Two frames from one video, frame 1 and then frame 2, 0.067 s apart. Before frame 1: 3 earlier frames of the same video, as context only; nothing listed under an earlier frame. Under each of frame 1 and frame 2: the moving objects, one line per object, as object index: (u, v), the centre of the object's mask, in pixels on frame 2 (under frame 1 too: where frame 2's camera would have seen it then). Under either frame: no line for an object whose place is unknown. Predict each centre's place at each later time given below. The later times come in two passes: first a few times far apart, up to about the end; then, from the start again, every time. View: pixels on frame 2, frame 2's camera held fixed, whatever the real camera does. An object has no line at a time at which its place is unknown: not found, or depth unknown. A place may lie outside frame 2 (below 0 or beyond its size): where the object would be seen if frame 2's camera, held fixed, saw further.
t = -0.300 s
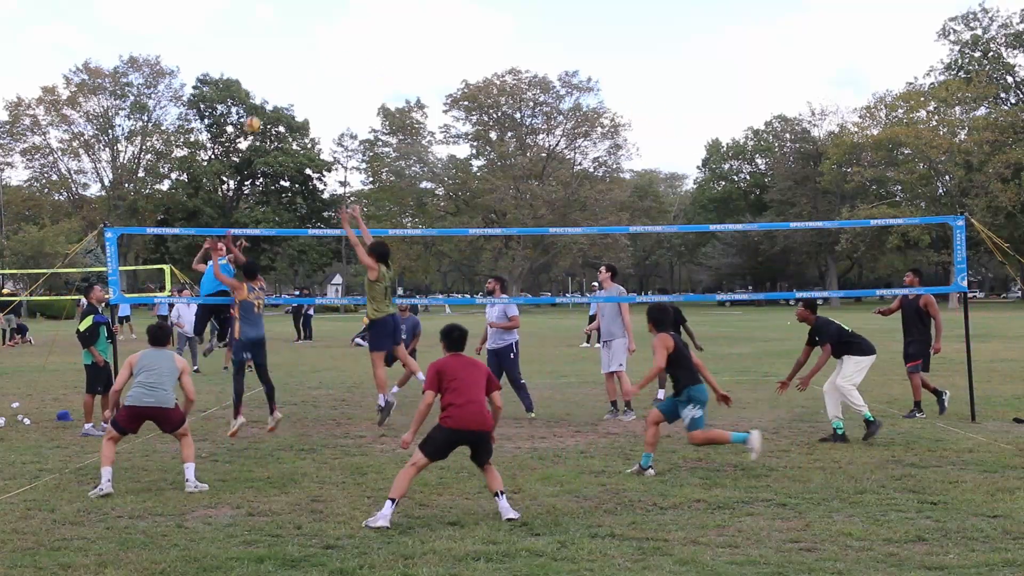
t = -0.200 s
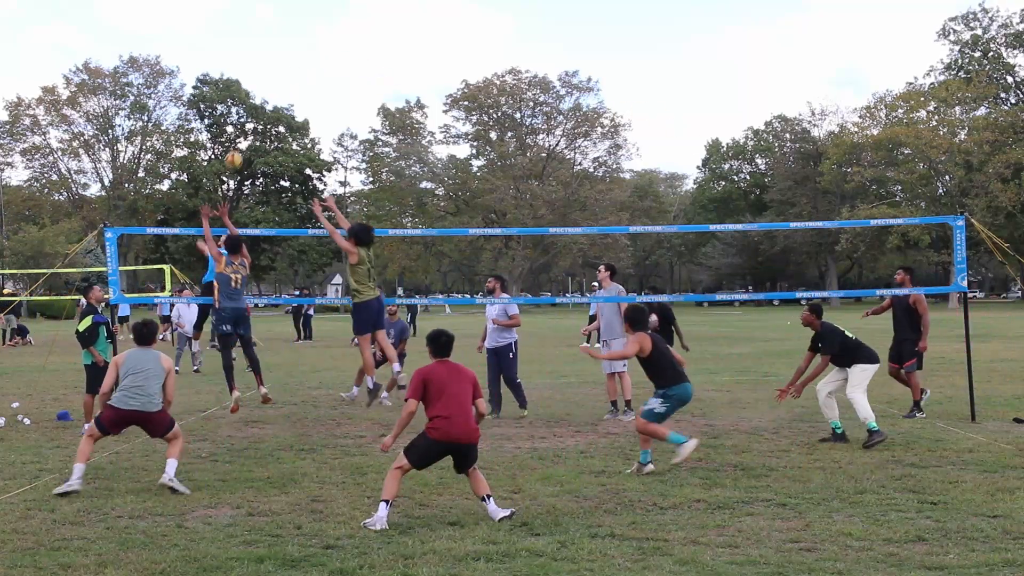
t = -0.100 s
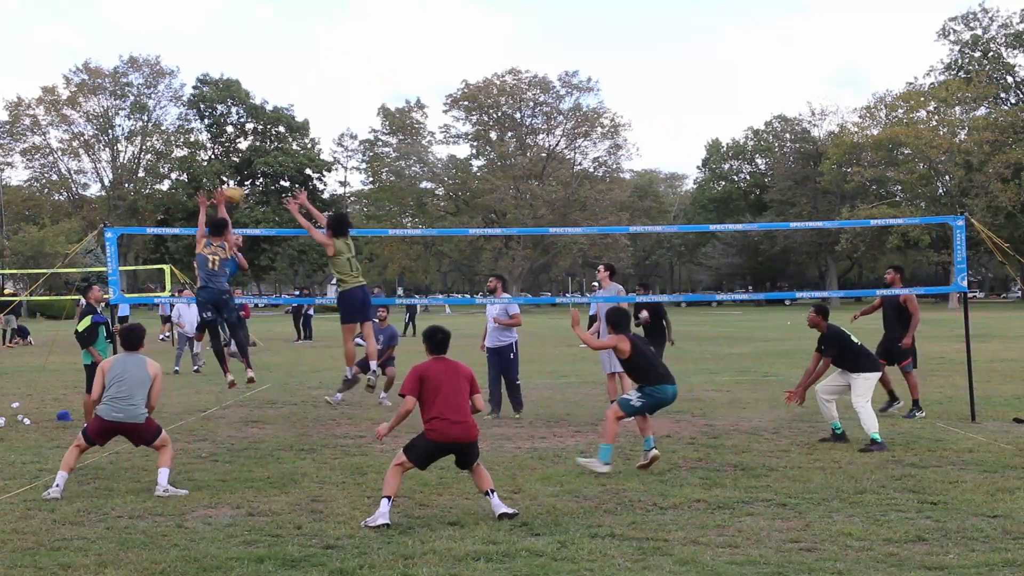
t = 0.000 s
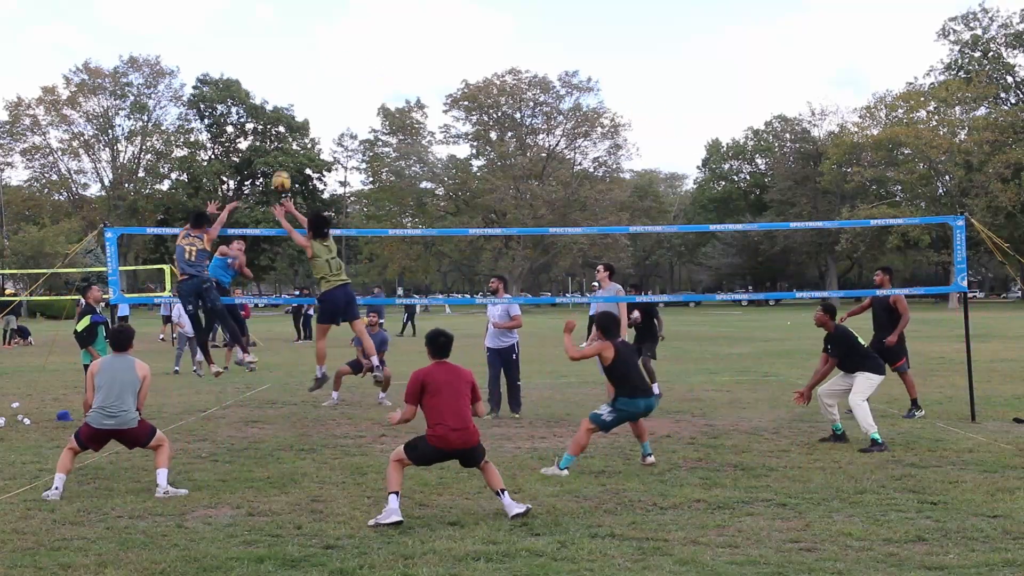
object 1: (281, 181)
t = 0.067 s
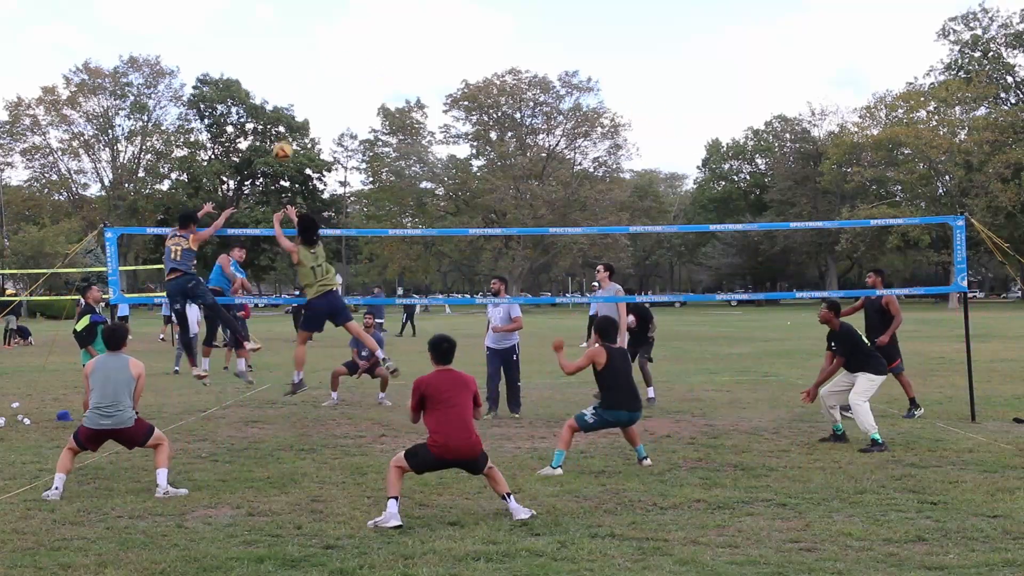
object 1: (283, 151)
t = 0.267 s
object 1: (292, 82)
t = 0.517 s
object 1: (312, 48)
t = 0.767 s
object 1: (338, 96)
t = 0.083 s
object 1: (283, 145)
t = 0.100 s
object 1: (285, 138)
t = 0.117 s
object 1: (285, 130)
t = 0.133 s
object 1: (286, 124)
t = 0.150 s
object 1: (286, 118)
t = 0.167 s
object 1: (288, 112)
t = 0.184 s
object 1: (288, 108)
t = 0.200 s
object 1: (289, 102)
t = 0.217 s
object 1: (290, 96)
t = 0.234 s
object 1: (291, 91)
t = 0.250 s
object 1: (292, 86)
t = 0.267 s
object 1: (292, 82)
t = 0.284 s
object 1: (294, 78)
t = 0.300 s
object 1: (295, 73)
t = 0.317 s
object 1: (296, 70)
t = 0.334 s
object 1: (297, 66)
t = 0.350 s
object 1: (298, 63)
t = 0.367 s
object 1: (299, 60)
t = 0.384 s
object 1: (300, 57)
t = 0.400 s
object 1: (302, 55)
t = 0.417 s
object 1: (303, 53)
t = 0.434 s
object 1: (304, 51)
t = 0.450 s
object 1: (306, 50)
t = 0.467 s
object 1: (307, 49)
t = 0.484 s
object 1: (309, 48)
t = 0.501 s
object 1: (310, 48)
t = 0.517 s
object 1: (312, 48)
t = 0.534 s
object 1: (313, 48)
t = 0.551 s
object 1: (315, 48)
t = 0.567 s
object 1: (316, 50)
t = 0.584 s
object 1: (318, 51)
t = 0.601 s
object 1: (320, 53)
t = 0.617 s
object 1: (321, 55)
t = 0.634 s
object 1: (323, 58)
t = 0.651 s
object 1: (325, 61)
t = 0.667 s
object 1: (327, 65)
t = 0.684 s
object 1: (328, 68)
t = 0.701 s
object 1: (330, 73)
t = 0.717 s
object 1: (332, 78)
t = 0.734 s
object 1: (334, 83)
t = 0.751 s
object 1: (336, 89)
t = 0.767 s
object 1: (338, 96)
